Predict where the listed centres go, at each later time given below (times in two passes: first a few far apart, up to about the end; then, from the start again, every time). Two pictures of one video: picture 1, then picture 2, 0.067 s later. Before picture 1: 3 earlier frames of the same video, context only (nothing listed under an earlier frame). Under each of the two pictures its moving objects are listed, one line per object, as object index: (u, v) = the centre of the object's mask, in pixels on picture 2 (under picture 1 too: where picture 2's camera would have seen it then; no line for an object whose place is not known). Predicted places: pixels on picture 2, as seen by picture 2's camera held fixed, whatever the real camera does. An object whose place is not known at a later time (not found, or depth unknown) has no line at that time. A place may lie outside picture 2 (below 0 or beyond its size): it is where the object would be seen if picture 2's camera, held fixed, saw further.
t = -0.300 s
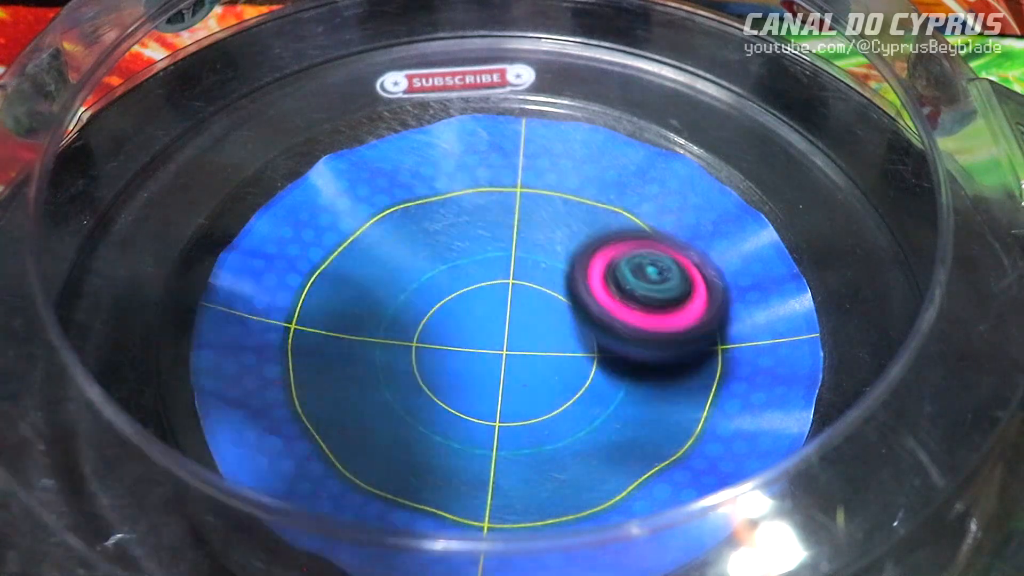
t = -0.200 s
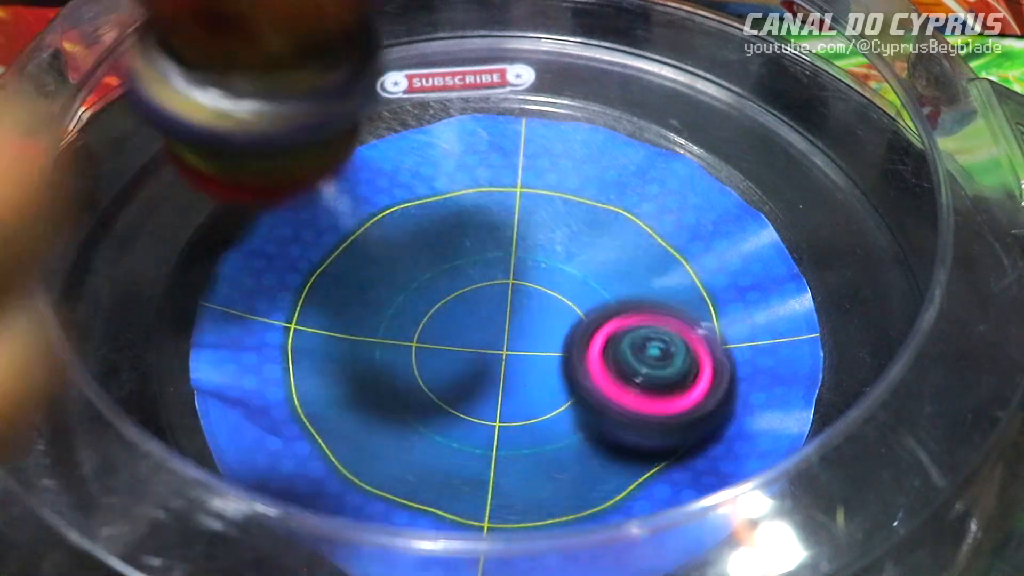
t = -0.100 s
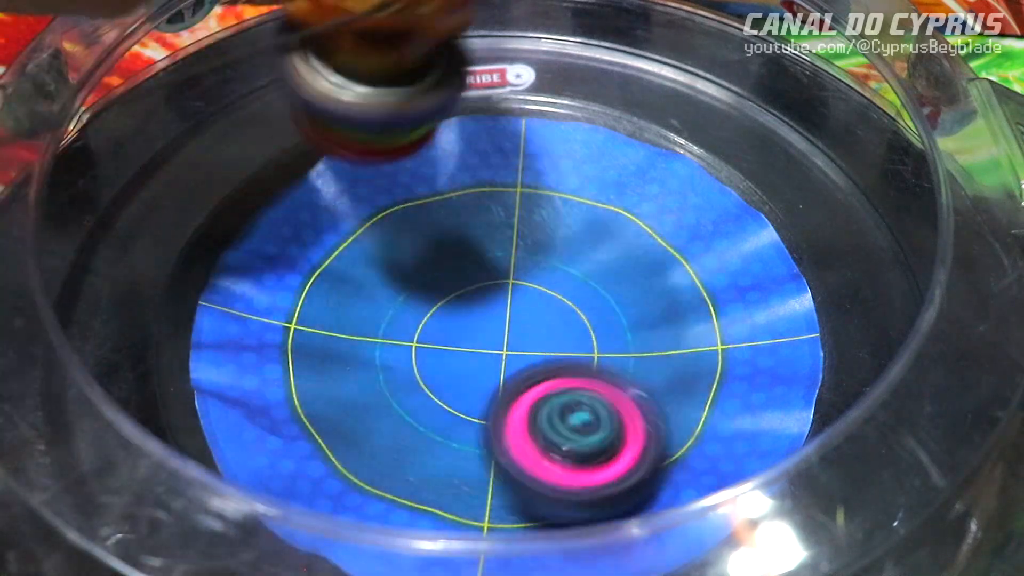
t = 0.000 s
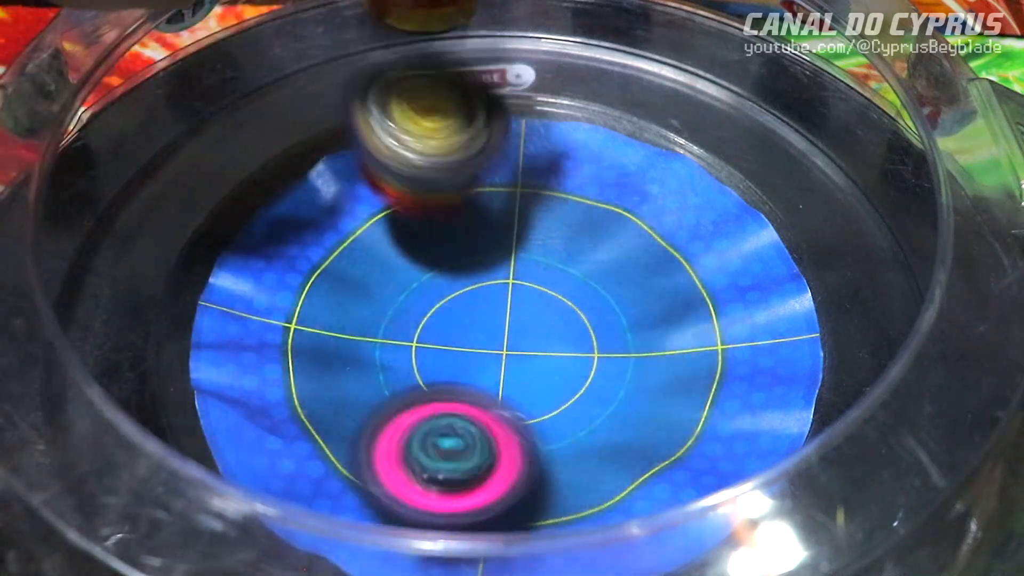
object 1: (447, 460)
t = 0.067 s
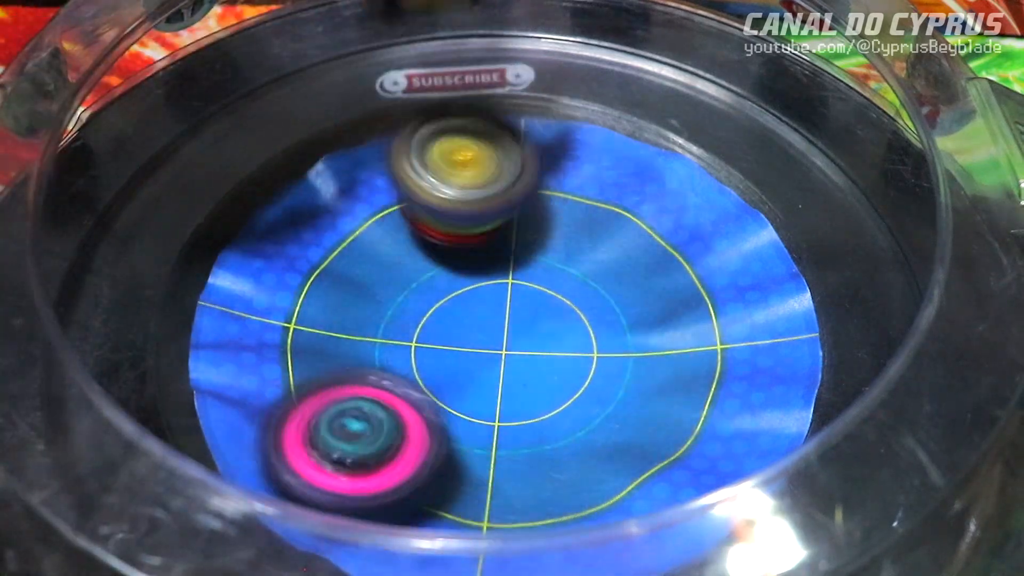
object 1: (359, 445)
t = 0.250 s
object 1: (246, 290)
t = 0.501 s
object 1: (528, 153)
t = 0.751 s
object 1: (716, 376)
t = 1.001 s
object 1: (406, 512)
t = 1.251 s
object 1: (220, 314)
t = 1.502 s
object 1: (496, 114)
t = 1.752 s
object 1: (726, 317)
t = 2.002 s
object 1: (403, 506)
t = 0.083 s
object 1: (334, 435)
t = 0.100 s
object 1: (317, 431)
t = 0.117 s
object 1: (296, 421)
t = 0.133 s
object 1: (280, 410)
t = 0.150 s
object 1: (266, 398)
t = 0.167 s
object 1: (257, 381)
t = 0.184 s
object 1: (248, 363)
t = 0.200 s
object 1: (242, 345)
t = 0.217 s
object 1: (241, 330)
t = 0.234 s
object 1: (243, 307)
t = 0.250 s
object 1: (246, 290)
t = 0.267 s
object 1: (254, 272)
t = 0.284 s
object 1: (265, 255)
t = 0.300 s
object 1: (277, 238)
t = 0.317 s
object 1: (291, 225)
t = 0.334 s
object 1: (307, 211)
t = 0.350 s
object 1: (324, 197)
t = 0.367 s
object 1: (344, 185)
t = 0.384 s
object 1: (366, 172)
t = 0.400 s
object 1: (390, 166)
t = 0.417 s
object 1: (407, 156)
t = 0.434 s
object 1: (432, 151)
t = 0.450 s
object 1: (456, 147)
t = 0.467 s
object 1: (480, 147)
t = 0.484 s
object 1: (504, 149)
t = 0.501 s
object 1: (528, 153)
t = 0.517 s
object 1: (551, 156)
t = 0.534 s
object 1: (573, 162)
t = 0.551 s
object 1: (596, 170)
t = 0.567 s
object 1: (616, 179)
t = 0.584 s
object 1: (635, 190)
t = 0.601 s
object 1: (655, 203)
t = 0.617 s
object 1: (672, 215)
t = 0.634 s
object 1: (685, 232)
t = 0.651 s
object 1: (697, 250)
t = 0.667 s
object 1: (705, 271)
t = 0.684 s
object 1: (711, 289)
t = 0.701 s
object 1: (715, 312)
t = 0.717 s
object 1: (716, 333)
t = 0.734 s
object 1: (717, 354)
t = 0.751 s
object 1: (716, 376)
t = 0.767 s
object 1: (712, 397)
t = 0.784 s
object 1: (706, 412)
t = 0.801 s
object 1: (695, 425)
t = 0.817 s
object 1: (680, 439)
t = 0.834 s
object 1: (662, 450)
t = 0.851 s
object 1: (641, 462)
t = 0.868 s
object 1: (619, 472)
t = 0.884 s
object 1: (598, 497)
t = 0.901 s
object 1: (575, 504)
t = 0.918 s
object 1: (546, 508)
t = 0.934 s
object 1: (519, 510)
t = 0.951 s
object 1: (490, 512)
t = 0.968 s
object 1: (462, 513)
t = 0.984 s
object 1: (432, 513)
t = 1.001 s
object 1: (406, 512)
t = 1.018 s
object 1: (383, 510)
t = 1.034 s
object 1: (355, 507)
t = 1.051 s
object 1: (331, 503)
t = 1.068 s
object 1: (311, 490)
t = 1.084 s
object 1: (301, 462)
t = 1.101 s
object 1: (281, 451)
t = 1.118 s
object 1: (264, 440)
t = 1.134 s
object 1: (250, 428)
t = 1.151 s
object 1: (234, 414)
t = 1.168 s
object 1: (227, 403)
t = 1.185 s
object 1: (219, 390)
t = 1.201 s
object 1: (212, 373)
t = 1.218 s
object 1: (213, 355)
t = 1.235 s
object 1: (215, 334)
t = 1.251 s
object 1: (220, 314)
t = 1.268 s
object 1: (227, 293)
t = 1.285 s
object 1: (235, 277)
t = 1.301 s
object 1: (248, 254)
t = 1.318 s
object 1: (262, 238)
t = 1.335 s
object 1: (279, 221)
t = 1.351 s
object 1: (297, 204)
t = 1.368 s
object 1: (314, 185)
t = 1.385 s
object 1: (334, 171)
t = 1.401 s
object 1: (357, 157)
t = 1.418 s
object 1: (382, 149)
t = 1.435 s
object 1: (405, 140)
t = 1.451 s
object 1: (425, 126)
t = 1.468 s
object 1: (449, 119)
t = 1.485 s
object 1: (472, 116)
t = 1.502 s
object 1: (496, 114)
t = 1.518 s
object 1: (520, 117)
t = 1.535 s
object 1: (542, 121)
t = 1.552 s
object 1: (564, 129)
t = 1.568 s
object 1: (587, 136)
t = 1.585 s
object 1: (608, 144)
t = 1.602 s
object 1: (628, 154)
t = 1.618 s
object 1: (646, 166)
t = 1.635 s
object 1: (662, 180)
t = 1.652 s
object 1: (676, 197)
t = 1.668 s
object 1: (691, 215)
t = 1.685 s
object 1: (704, 232)
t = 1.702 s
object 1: (714, 252)
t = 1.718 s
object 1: (722, 272)
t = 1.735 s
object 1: (726, 295)
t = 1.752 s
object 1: (726, 317)
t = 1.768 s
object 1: (721, 342)
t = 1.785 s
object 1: (716, 364)
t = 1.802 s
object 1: (710, 387)
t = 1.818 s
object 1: (700, 405)
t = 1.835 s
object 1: (683, 422)
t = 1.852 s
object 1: (662, 437)
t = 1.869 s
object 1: (637, 451)
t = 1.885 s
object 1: (613, 463)
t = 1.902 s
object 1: (588, 473)
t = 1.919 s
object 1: (564, 498)
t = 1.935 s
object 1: (534, 502)
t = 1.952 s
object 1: (505, 503)
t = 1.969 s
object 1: (470, 508)
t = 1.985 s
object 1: (438, 508)
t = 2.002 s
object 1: (403, 506)
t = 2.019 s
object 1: (371, 506)
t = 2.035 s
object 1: (342, 503)
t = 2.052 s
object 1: (312, 497)
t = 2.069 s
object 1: (283, 491)
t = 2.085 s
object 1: (258, 478)
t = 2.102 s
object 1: (237, 454)
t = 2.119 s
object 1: (229, 425)
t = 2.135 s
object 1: (215, 412)
